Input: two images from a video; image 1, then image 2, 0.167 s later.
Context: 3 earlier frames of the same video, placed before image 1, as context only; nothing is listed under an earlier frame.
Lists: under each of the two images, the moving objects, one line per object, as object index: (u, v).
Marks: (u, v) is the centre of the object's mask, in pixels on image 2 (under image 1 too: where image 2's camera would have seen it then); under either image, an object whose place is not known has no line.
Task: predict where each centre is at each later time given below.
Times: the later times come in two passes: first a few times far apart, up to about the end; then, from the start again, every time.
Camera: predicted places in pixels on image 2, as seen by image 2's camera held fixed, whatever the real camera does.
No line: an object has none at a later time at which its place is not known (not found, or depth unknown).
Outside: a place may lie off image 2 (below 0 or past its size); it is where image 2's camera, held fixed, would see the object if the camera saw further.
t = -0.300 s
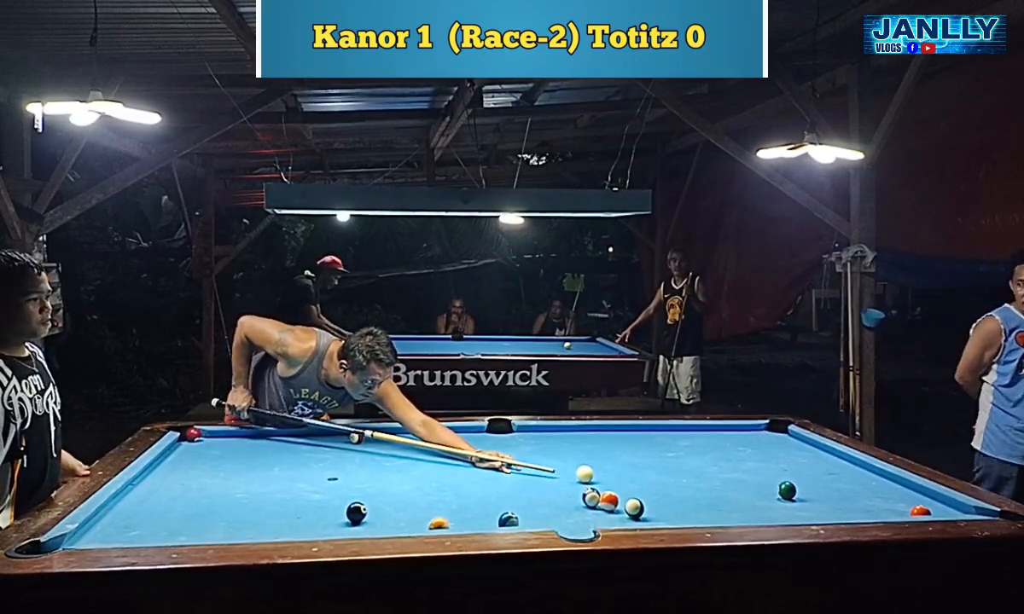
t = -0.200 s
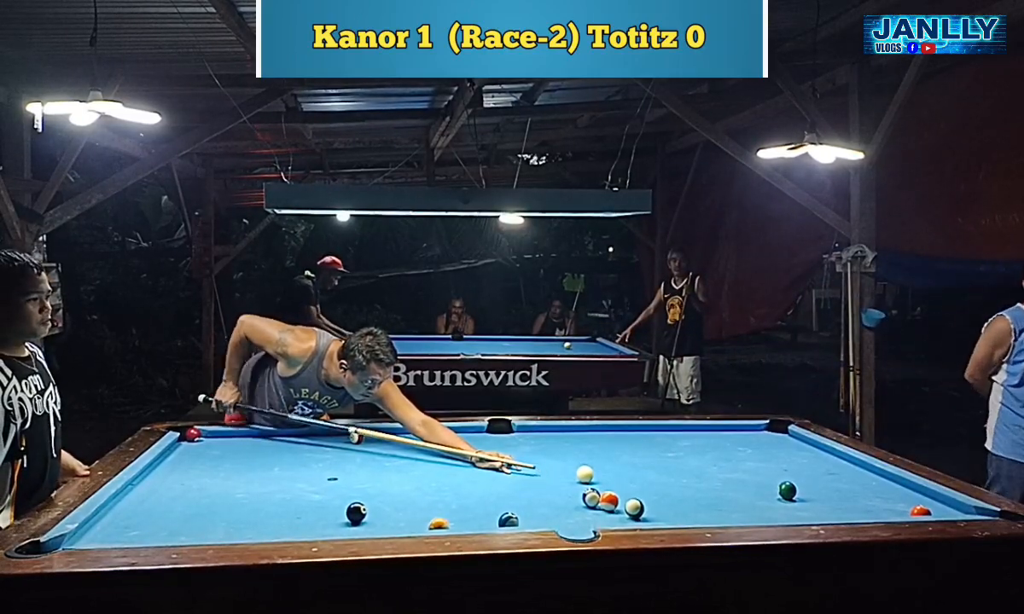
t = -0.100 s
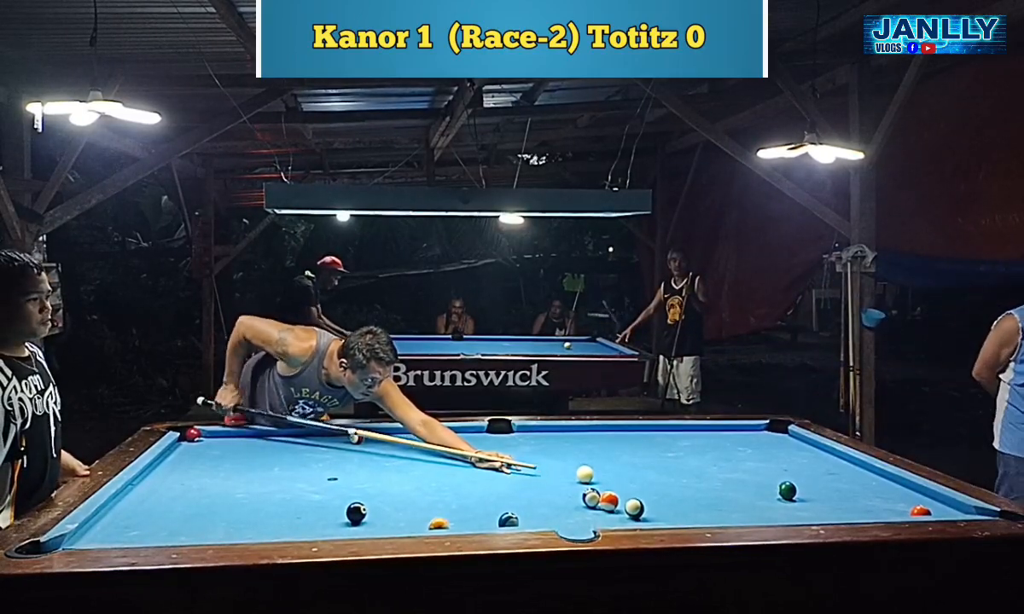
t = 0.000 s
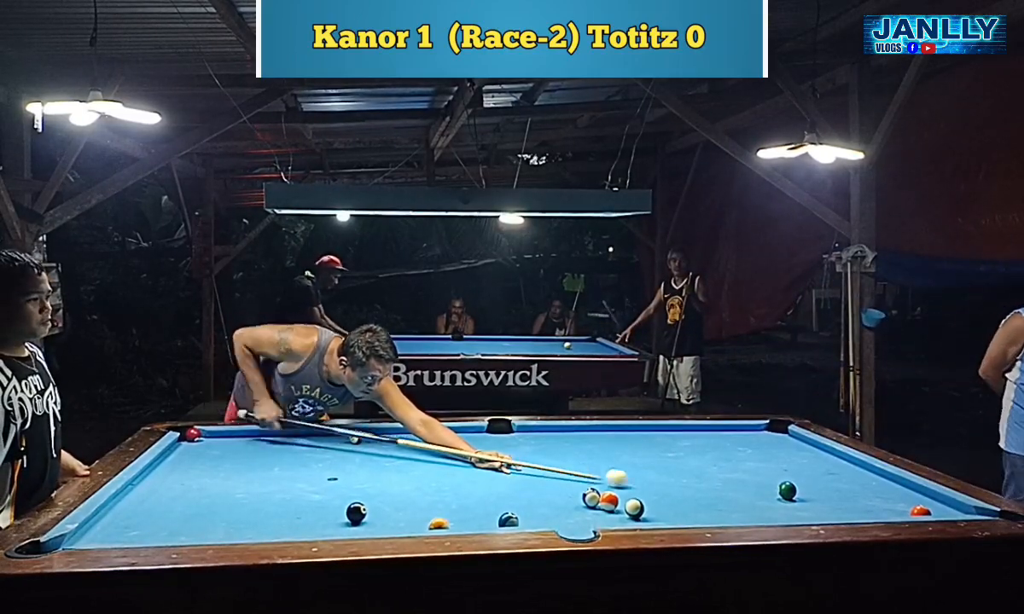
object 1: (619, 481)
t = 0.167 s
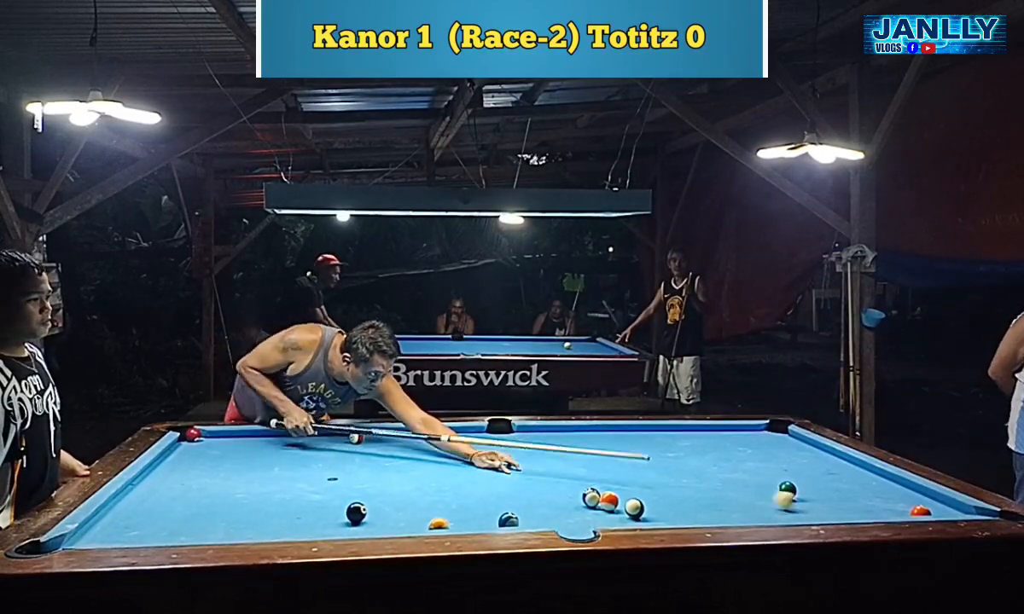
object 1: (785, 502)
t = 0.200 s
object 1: (820, 507)
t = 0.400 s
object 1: (900, 507)
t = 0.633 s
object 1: (893, 491)
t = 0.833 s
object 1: (888, 479)
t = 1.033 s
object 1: (863, 470)
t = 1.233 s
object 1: (836, 462)
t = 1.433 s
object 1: (811, 455)
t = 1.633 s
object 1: (788, 449)
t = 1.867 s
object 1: (764, 443)
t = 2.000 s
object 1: (751, 440)
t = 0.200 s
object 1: (820, 507)
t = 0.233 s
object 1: (853, 510)
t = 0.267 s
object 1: (886, 511)
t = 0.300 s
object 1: (905, 512)
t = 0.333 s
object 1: (903, 510)
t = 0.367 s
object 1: (901, 509)
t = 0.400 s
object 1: (900, 507)
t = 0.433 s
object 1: (899, 505)
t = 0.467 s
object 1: (898, 503)
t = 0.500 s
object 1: (897, 501)
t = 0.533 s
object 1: (896, 498)
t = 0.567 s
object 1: (895, 495)
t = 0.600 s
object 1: (894, 493)
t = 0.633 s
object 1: (893, 491)
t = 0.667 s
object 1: (892, 489)
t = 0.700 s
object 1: (891, 487)
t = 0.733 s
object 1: (891, 485)
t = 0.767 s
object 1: (890, 483)
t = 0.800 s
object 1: (889, 480)
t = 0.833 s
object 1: (888, 479)
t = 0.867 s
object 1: (887, 477)
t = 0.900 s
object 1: (883, 476)
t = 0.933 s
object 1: (878, 474)
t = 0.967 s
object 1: (874, 472)
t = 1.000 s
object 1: (869, 471)
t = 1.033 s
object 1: (863, 470)
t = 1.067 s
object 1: (858, 468)
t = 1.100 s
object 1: (854, 467)
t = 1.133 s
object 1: (850, 466)
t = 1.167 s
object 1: (845, 465)
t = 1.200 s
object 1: (841, 464)
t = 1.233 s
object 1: (836, 462)
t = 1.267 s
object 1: (832, 461)
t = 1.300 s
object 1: (828, 460)
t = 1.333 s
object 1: (823, 459)
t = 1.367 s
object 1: (819, 457)
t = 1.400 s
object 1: (815, 457)
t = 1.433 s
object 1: (811, 455)
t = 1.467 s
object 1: (808, 454)
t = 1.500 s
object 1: (803, 453)
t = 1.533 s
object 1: (799, 452)
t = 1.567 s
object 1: (795, 451)
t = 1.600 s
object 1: (792, 450)
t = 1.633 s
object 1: (788, 449)
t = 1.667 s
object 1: (785, 448)
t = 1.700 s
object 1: (781, 447)
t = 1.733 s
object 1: (778, 446)
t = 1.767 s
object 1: (774, 445)
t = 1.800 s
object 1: (771, 444)
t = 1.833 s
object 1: (767, 444)
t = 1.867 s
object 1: (764, 443)
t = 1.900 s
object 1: (761, 442)
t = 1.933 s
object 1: (758, 441)
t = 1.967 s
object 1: (754, 440)
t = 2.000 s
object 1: (751, 440)
